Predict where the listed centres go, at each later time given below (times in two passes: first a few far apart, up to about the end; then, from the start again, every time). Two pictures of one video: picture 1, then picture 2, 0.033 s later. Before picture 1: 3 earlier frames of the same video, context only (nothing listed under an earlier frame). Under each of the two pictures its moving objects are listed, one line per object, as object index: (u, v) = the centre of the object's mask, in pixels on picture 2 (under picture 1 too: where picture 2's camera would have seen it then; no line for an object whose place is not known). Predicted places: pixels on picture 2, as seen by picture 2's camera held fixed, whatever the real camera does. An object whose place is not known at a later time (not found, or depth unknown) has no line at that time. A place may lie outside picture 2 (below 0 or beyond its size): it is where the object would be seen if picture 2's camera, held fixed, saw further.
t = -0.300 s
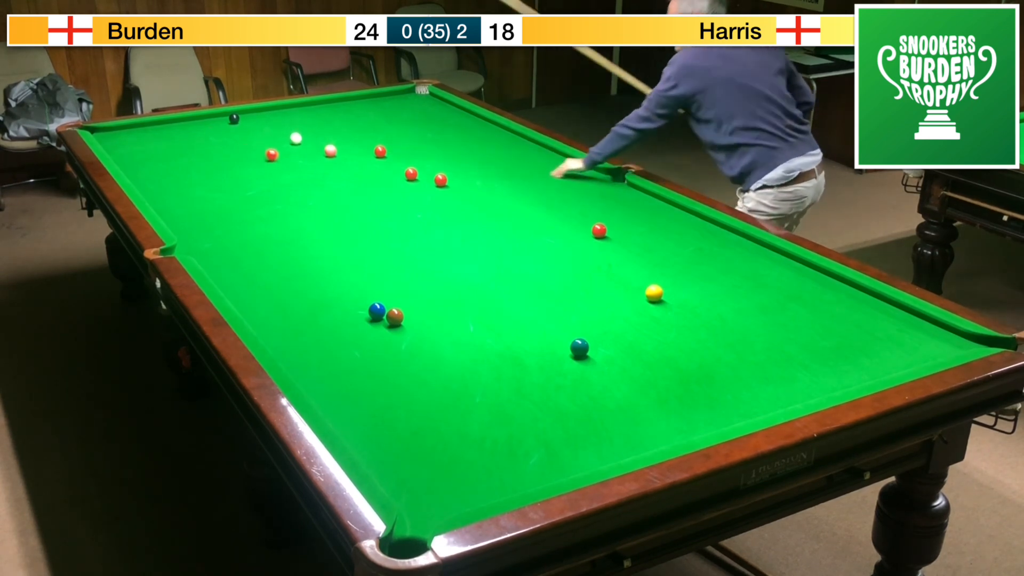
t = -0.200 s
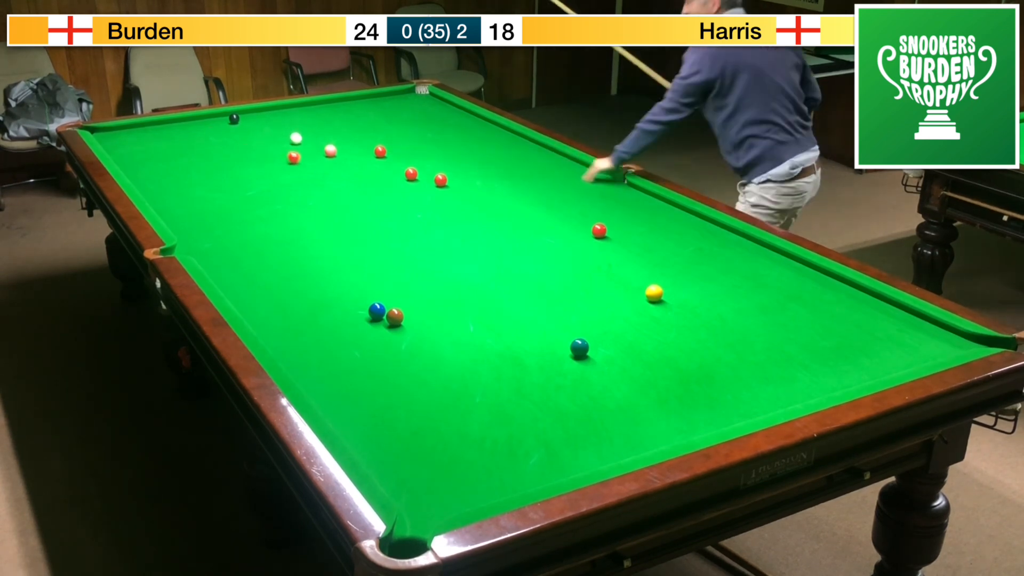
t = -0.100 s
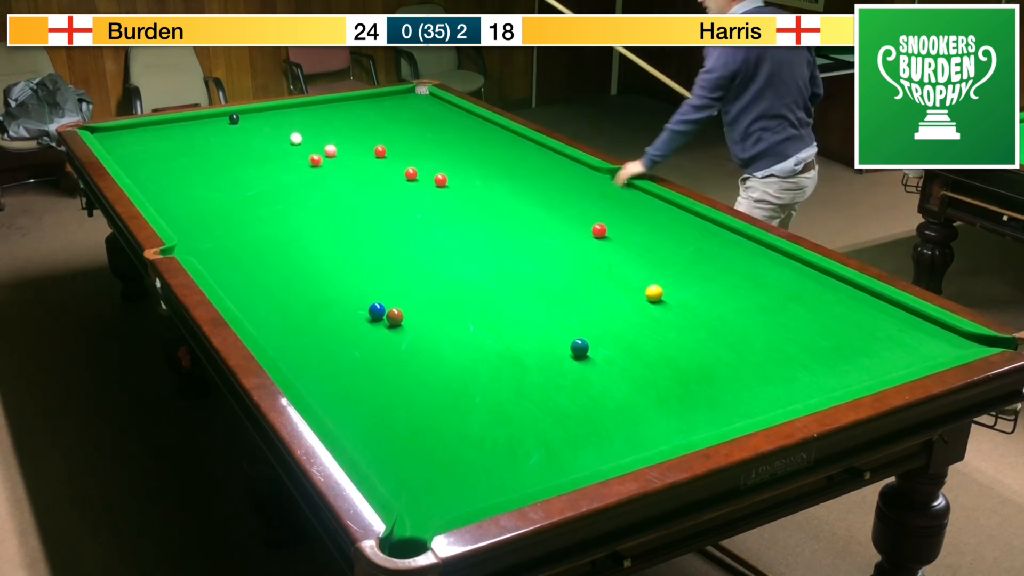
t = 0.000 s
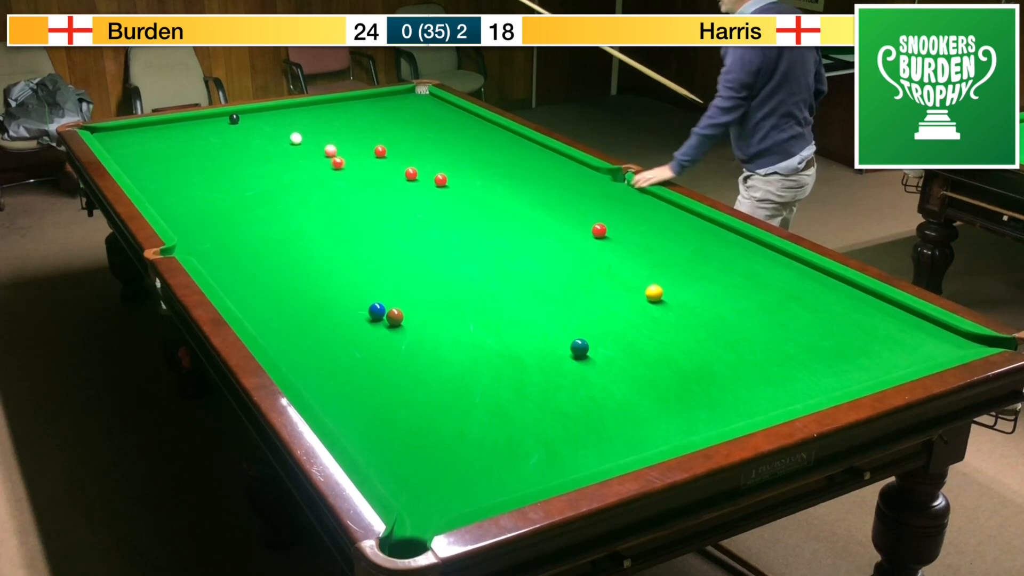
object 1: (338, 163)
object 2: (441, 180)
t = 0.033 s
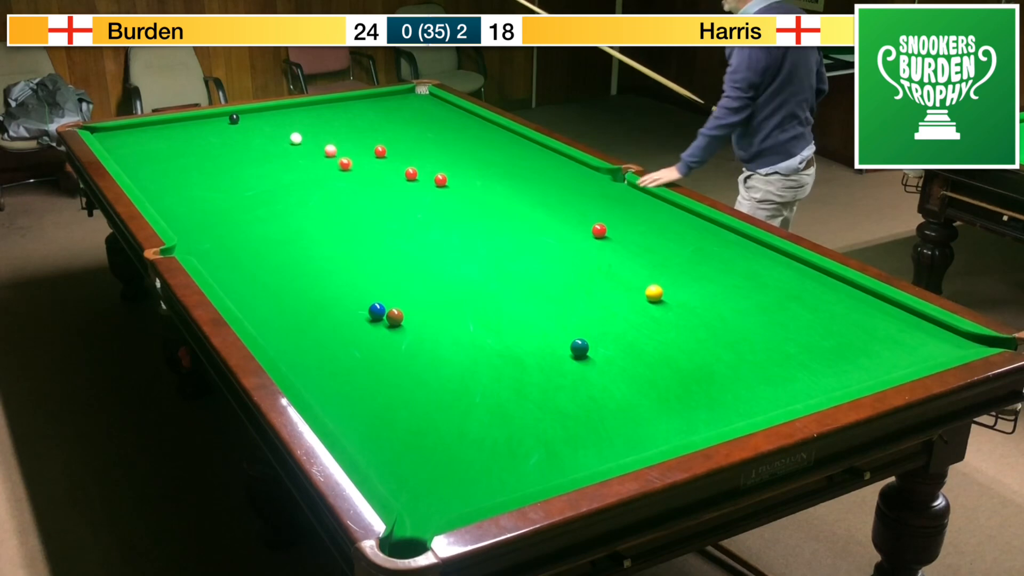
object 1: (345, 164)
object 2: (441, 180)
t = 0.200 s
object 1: (382, 169)
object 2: (441, 180)
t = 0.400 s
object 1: (413, 169)
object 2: (441, 180)
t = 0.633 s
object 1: (439, 167)
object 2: (451, 180)
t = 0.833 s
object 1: (460, 166)
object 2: (461, 180)
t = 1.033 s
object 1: (480, 164)
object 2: (470, 180)
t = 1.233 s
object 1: (498, 162)
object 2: (478, 180)
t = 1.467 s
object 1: (518, 161)
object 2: (486, 180)
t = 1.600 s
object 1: (528, 160)
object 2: (490, 180)
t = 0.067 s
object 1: (352, 165)
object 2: (440, 179)
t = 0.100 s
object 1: (359, 166)
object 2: (441, 180)
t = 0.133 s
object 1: (367, 167)
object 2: (441, 180)
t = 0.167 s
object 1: (374, 168)
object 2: (441, 180)
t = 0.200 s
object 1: (382, 169)
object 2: (441, 180)
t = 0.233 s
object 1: (389, 169)
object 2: (441, 179)
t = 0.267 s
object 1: (396, 170)
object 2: (441, 179)
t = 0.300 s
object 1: (402, 171)
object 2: (441, 180)
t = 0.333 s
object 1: (406, 170)
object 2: (441, 180)
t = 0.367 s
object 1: (409, 170)
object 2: (441, 180)
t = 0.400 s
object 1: (413, 169)
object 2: (441, 180)
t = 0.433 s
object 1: (417, 169)
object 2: (441, 180)
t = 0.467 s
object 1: (421, 169)
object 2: (441, 180)
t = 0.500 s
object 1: (425, 169)
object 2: (444, 180)
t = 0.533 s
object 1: (429, 168)
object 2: (446, 180)
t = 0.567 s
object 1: (432, 168)
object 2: (447, 180)
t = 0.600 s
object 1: (436, 168)
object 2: (449, 180)
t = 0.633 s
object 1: (439, 167)
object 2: (451, 180)
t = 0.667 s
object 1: (443, 167)
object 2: (453, 180)
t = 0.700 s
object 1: (447, 167)
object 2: (455, 180)
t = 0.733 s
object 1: (450, 166)
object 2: (456, 180)
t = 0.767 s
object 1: (453, 166)
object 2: (458, 180)
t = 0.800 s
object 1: (457, 166)
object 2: (460, 180)
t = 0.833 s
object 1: (460, 166)
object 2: (461, 180)
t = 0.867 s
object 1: (464, 165)
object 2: (463, 180)
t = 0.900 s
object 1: (467, 165)
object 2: (464, 180)
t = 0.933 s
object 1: (470, 165)
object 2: (466, 180)
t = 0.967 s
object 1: (474, 165)
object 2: (467, 180)
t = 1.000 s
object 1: (477, 164)
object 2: (469, 180)
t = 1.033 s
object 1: (480, 164)
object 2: (470, 180)
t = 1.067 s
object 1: (483, 164)
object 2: (472, 180)
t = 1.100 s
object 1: (486, 163)
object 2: (473, 180)
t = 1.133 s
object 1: (489, 163)
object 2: (474, 180)
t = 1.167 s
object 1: (492, 163)
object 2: (476, 180)
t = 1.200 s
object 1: (495, 162)
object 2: (477, 180)
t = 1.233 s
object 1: (498, 162)
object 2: (478, 180)
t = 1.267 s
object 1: (501, 162)
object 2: (480, 180)
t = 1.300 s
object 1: (504, 162)
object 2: (481, 180)
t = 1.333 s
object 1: (507, 161)
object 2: (482, 180)
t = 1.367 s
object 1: (510, 161)
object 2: (483, 180)
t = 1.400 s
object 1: (512, 161)
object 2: (484, 180)
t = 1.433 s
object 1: (515, 161)
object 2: (485, 180)
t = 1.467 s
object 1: (518, 161)
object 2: (486, 180)
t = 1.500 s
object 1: (521, 160)
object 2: (487, 180)
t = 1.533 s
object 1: (523, 160)
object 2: (488, 180)
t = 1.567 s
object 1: (526, 160)
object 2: (489, 180)
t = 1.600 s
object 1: (528, 160)
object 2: (490, 180)
